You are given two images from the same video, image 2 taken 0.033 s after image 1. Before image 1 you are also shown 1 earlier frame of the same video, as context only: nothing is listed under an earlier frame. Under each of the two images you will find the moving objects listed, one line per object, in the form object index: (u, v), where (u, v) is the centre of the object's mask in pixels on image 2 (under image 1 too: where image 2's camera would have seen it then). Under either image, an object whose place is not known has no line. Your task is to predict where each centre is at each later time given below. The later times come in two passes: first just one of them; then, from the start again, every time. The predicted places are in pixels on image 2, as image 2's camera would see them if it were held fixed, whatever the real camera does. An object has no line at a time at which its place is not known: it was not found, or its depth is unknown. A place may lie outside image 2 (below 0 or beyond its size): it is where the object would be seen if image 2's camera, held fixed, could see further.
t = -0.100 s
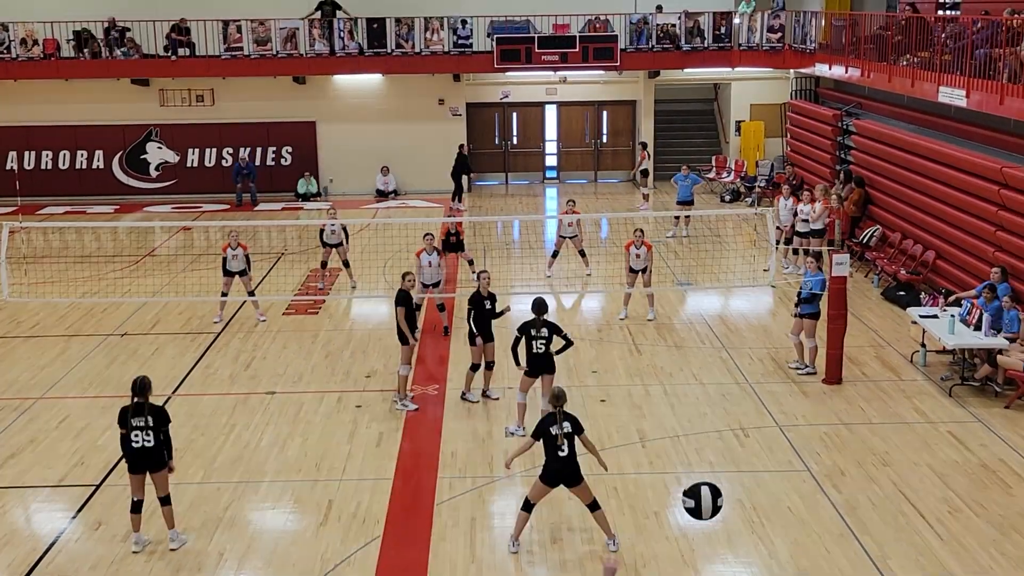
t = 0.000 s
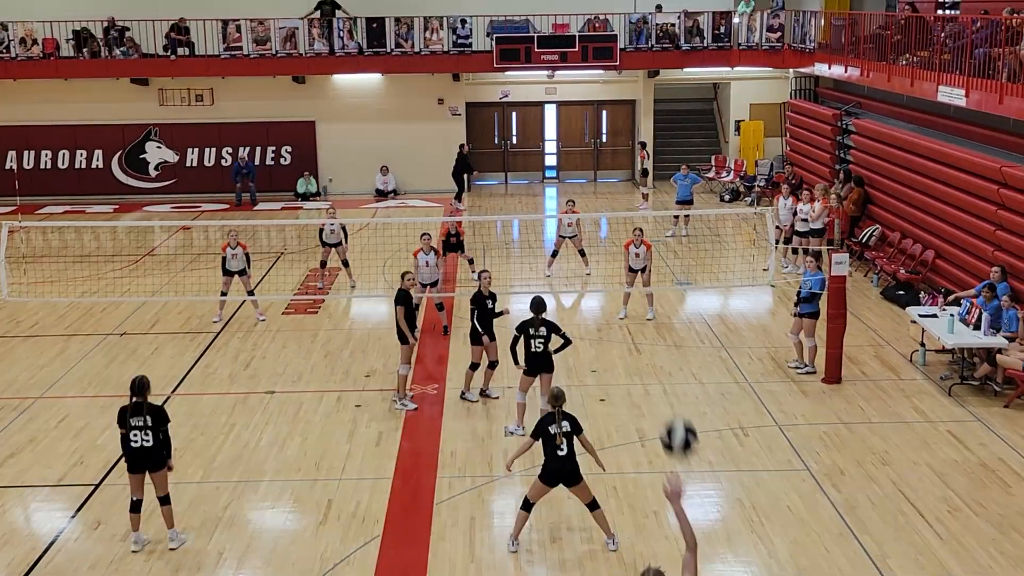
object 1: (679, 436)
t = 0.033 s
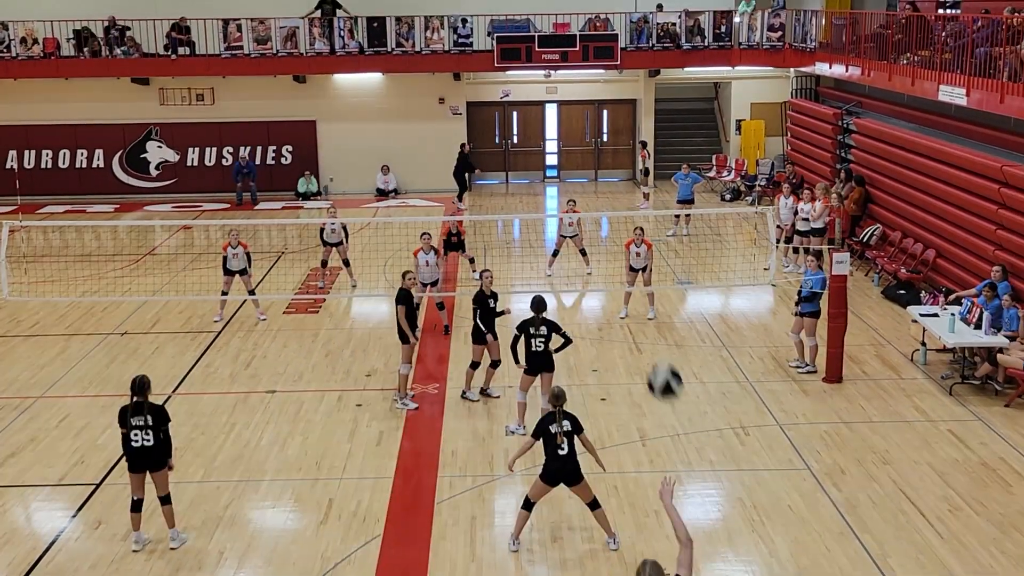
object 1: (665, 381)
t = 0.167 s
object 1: (618, 221)
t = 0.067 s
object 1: (651, 333)
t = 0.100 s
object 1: (639, 290)
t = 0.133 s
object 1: (628, 255)
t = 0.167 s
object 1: (618, 221)
